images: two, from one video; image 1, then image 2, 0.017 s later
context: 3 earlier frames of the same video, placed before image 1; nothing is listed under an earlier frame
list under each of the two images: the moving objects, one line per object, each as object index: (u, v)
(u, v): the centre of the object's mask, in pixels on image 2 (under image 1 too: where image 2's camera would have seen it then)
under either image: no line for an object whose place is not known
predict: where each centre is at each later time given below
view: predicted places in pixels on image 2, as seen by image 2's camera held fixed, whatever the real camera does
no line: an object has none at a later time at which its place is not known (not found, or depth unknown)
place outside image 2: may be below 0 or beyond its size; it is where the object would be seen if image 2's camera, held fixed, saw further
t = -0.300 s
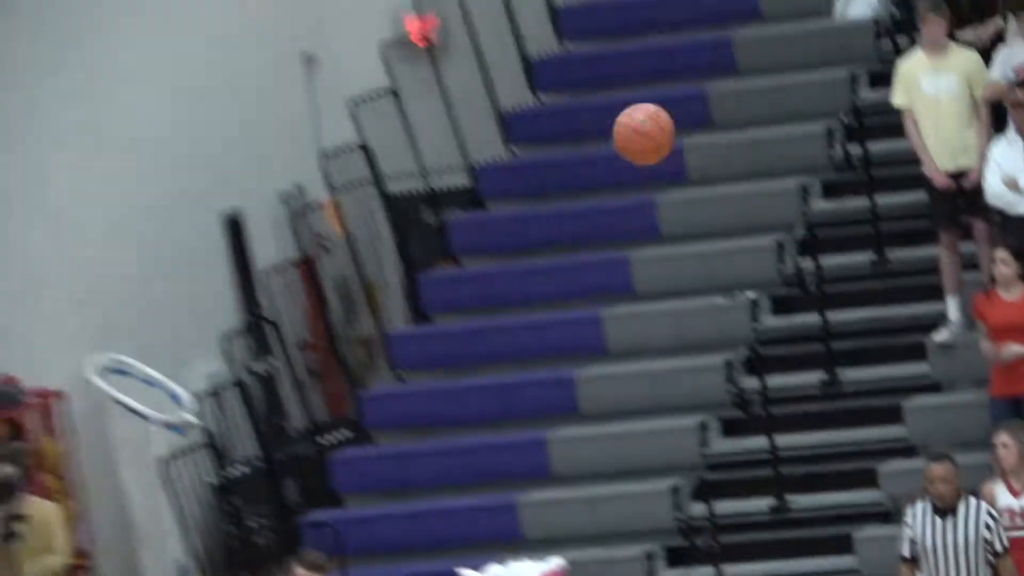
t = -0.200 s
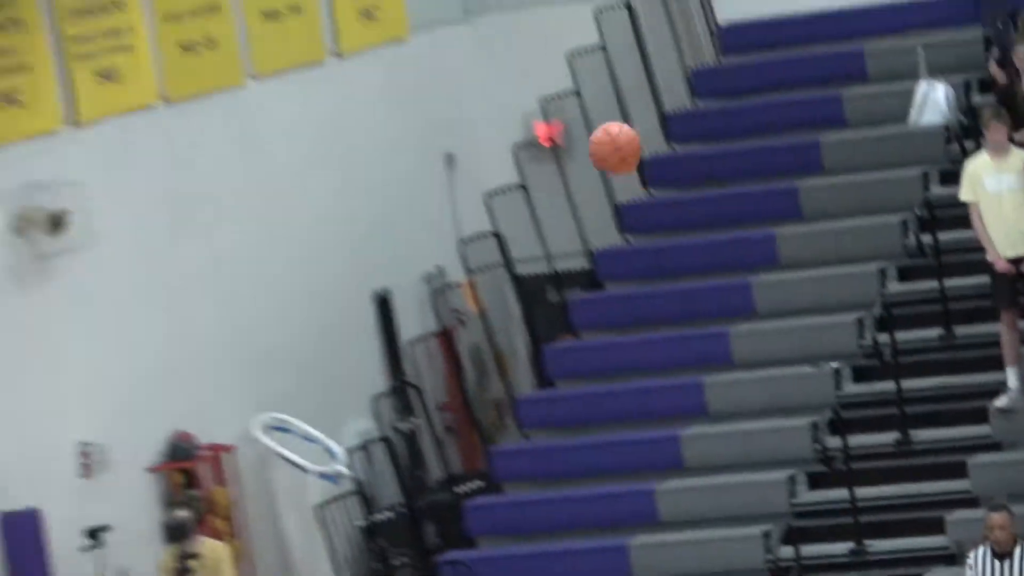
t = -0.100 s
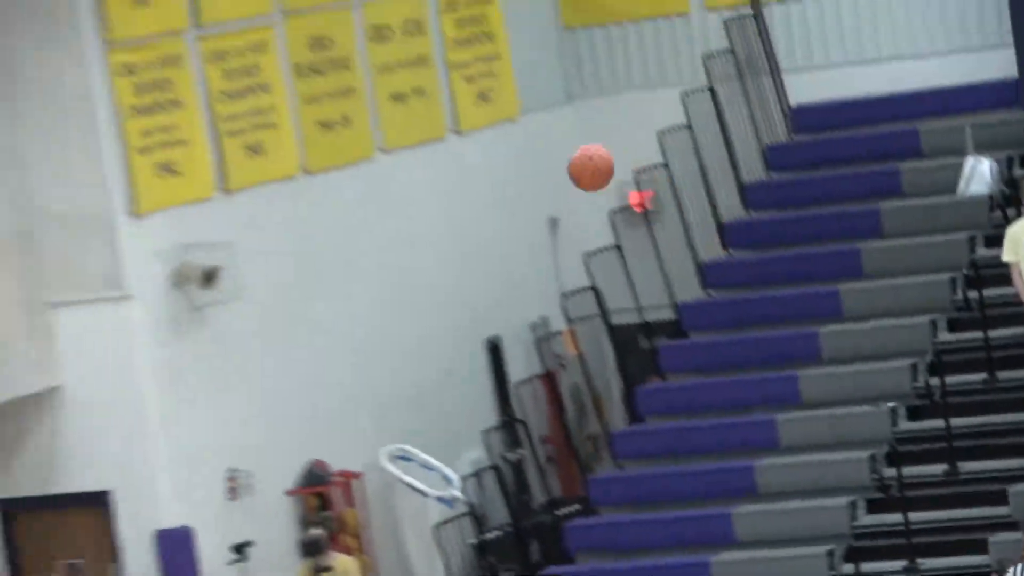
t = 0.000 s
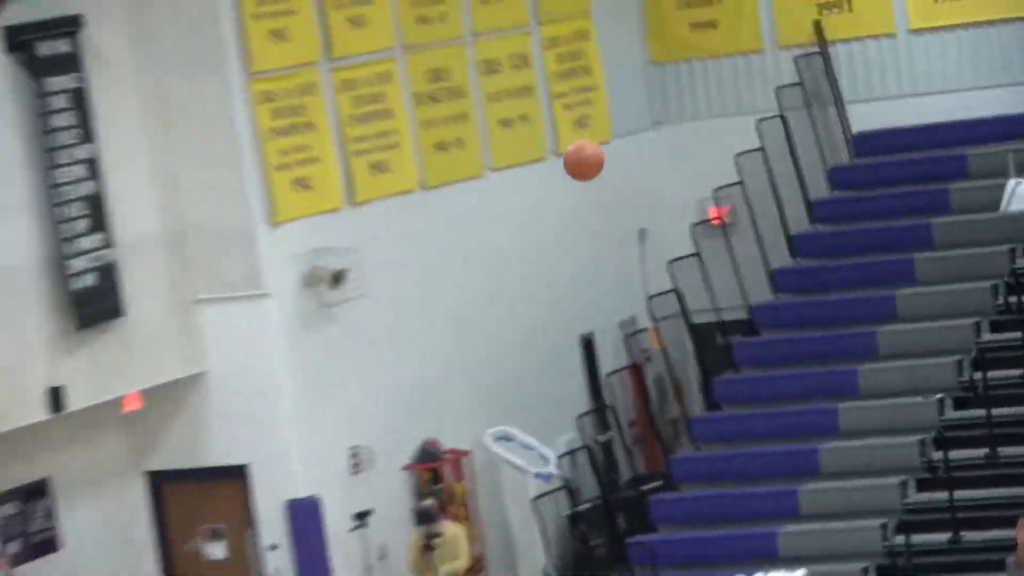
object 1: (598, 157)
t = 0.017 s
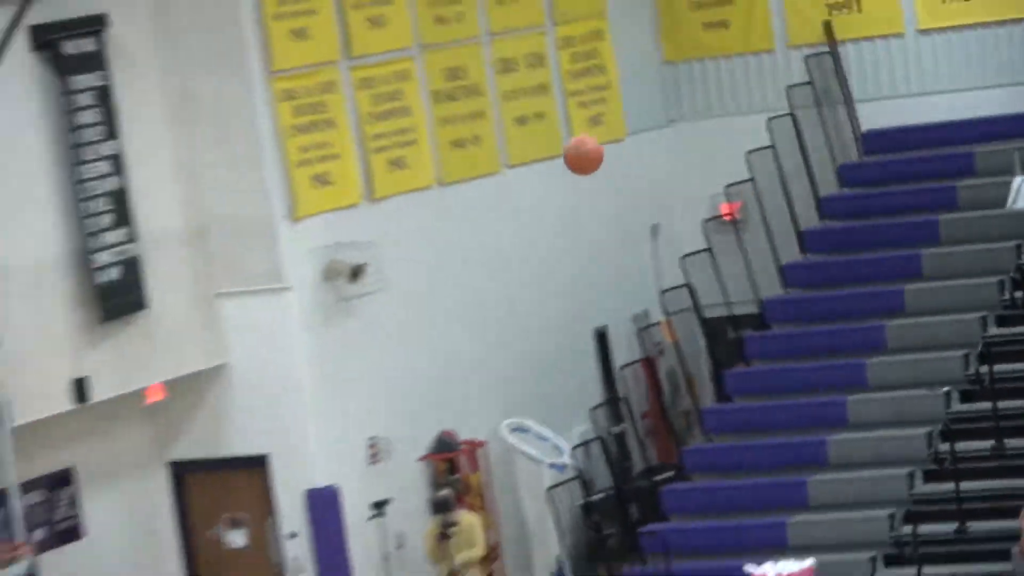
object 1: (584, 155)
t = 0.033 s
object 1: (570, 153)
